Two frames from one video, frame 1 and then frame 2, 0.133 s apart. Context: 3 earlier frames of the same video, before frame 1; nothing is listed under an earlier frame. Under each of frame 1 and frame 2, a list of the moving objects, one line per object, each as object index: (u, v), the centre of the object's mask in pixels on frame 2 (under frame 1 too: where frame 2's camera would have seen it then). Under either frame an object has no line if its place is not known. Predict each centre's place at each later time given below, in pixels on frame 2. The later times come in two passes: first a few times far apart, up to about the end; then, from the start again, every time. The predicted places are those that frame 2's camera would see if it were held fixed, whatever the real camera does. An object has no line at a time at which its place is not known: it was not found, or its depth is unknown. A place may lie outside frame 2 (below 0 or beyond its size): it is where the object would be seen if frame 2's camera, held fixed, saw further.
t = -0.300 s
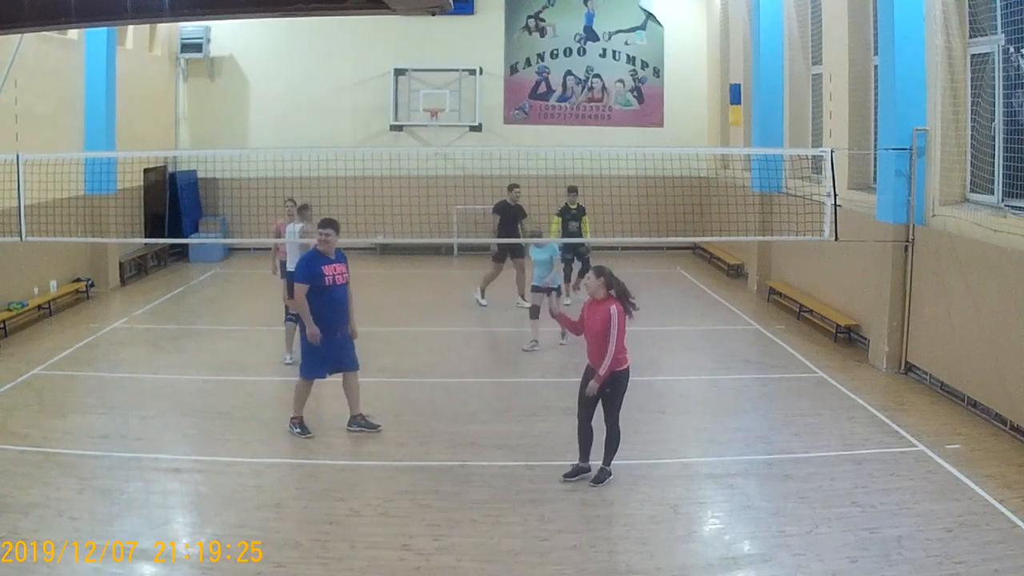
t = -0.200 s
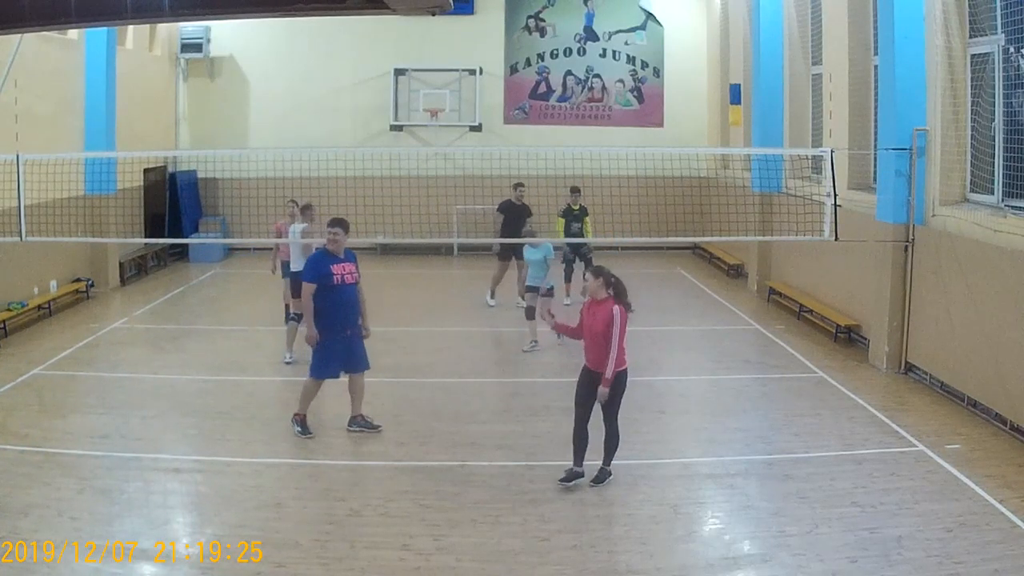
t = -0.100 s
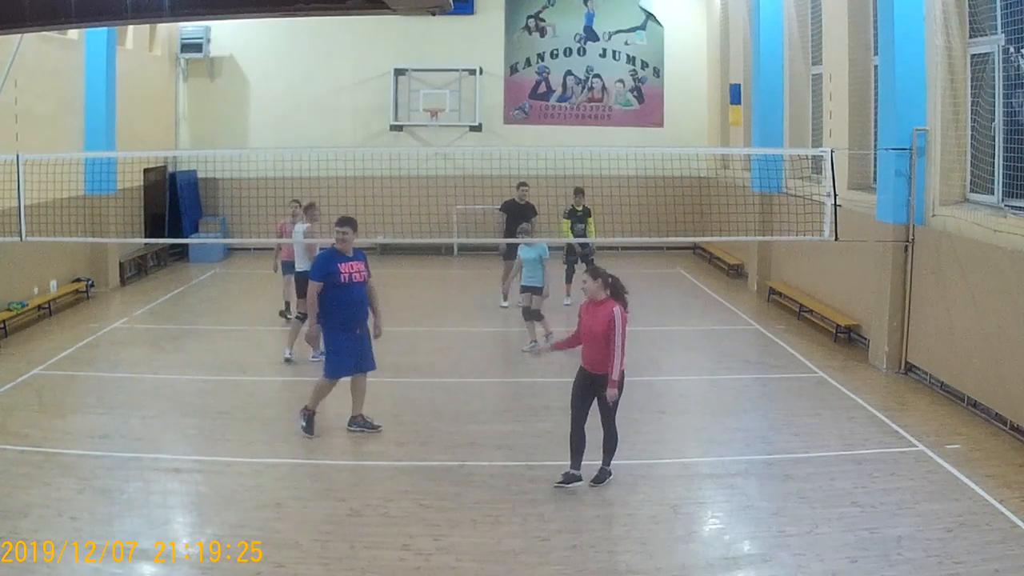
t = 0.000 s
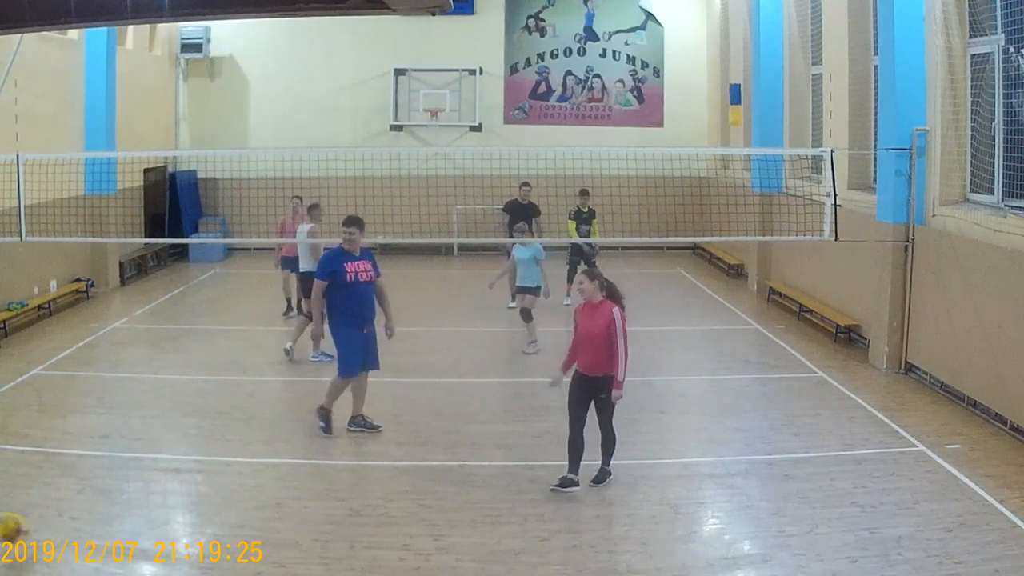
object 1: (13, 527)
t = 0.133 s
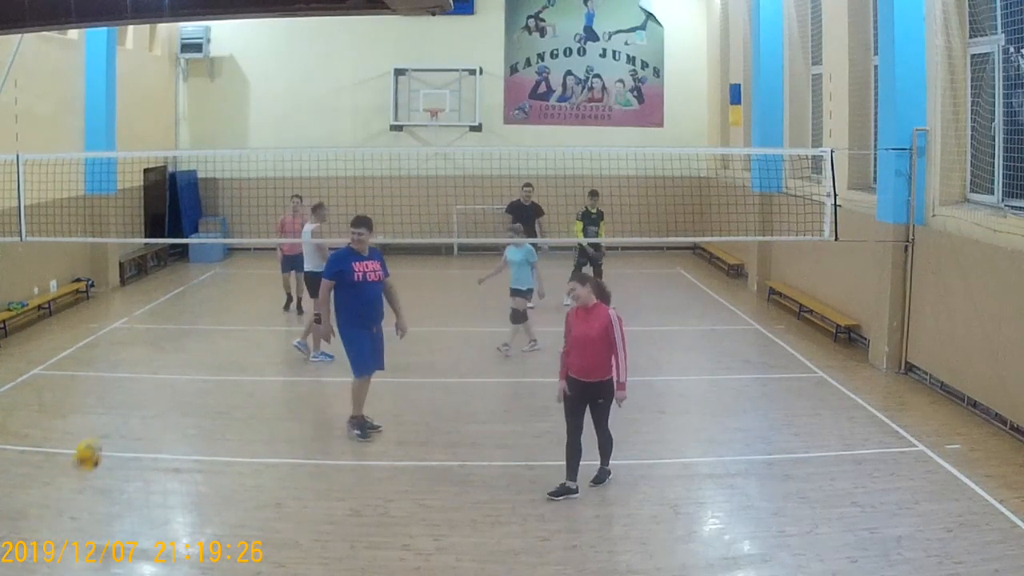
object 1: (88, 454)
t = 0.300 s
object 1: (170, 381)
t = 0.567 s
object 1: (278, 355)
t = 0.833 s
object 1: (362, 371)
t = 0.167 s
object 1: (105, 436)
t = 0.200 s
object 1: (122, 417)
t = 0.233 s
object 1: (139, 403)
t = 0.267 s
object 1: (154, 392)
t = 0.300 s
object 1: (170, 381)
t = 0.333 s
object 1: (186, 371)
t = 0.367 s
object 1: (199, 365)
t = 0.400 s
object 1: (214, 360)
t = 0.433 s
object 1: (228, 356)
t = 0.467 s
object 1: (241, 354)
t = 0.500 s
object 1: (254, 353)
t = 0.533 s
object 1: (267, 354)
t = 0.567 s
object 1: (278, 355)
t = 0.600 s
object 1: (291, 359)
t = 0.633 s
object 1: (302, 362)
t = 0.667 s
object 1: (313, 368)
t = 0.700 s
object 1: (323, 376)
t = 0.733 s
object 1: (333, 381)
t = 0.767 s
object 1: (343, 391)
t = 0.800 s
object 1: (352, 386)
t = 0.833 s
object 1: (362, 371)
